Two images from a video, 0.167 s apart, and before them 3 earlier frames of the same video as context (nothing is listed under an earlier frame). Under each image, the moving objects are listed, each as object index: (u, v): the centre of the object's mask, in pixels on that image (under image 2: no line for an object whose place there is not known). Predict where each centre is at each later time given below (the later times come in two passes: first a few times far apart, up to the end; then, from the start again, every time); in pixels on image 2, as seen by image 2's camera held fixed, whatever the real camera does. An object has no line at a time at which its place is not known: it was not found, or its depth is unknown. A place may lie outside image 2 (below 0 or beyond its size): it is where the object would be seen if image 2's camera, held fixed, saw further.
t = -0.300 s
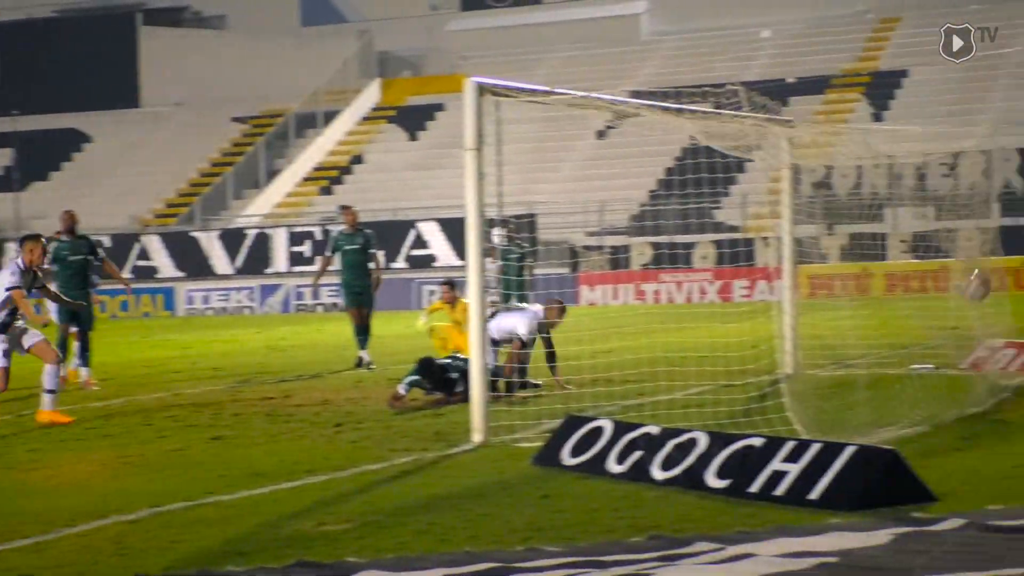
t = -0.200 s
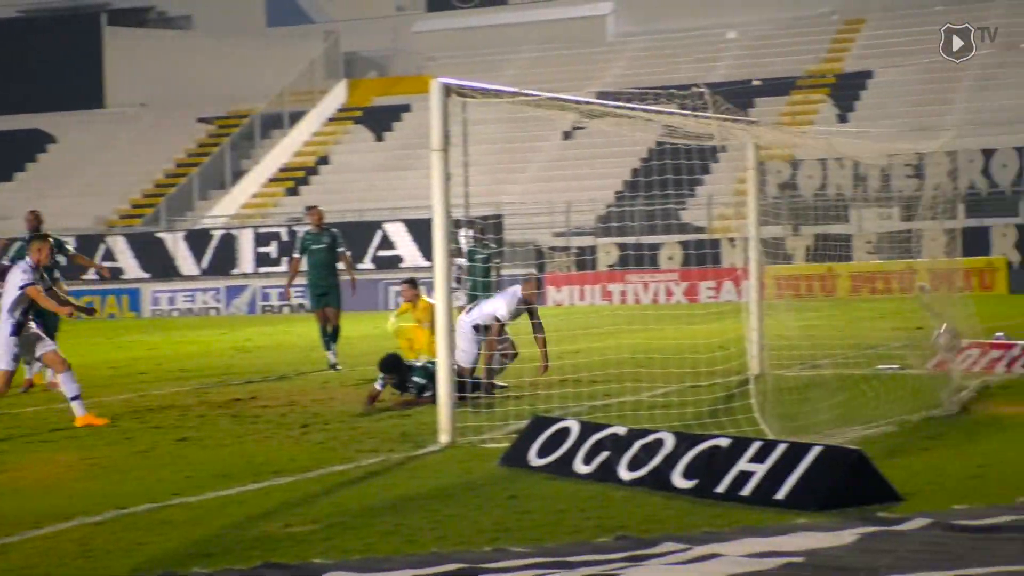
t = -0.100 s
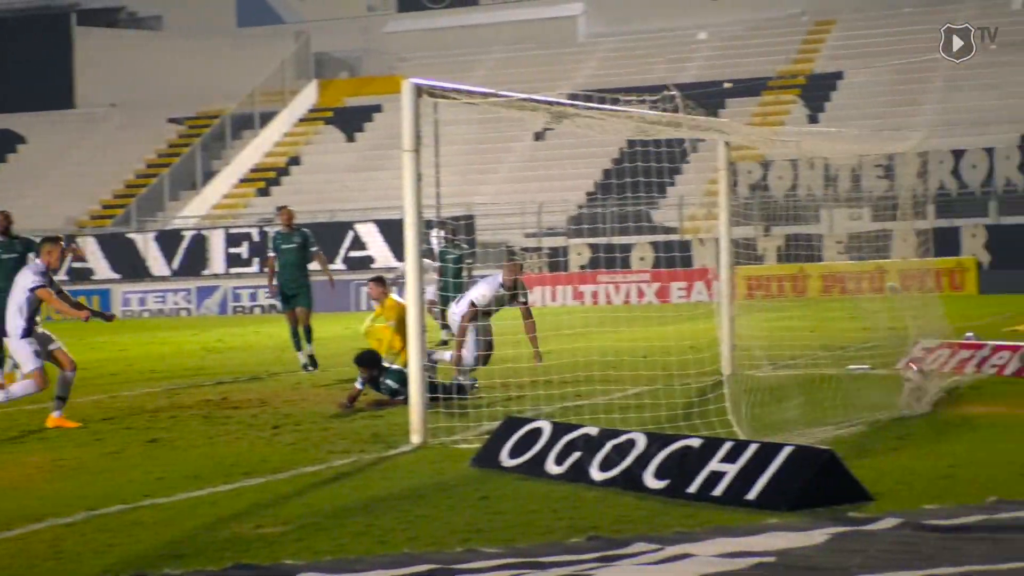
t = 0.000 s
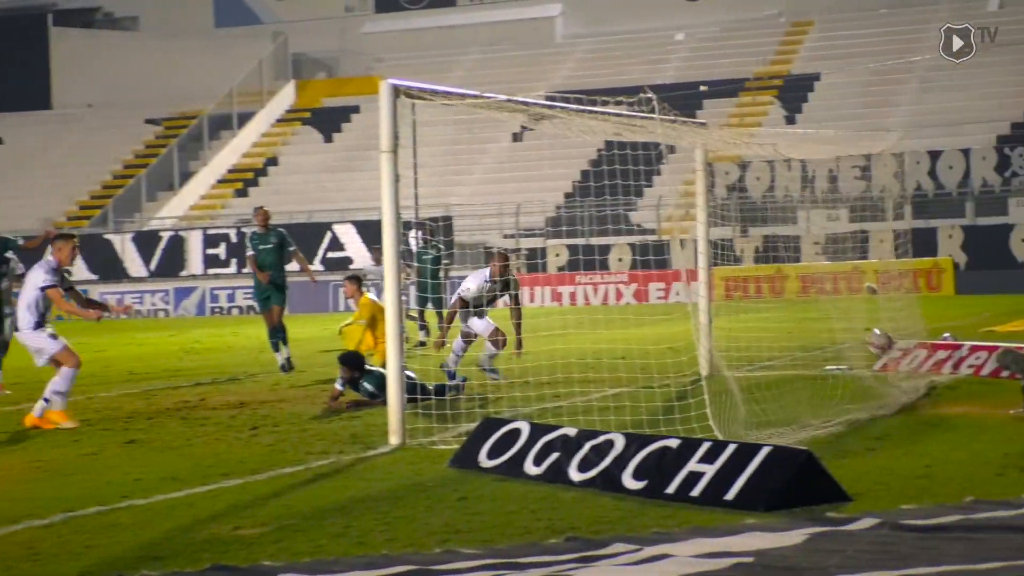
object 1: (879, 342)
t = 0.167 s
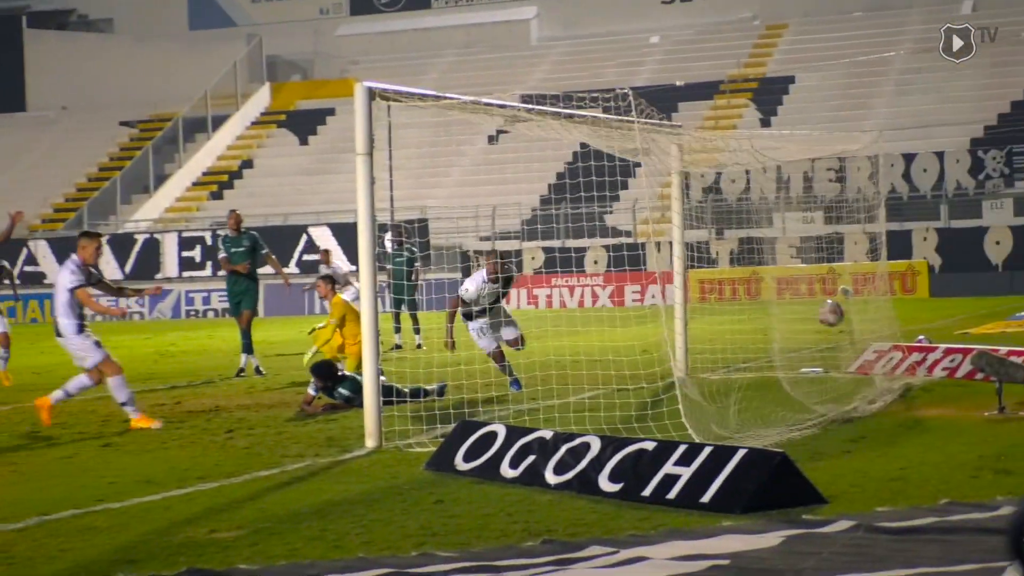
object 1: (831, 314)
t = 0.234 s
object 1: (822, 310)
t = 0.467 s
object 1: (790, 338)
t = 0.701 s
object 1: (761, 385)
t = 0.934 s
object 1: (737, 374)
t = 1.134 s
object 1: (717, 398)
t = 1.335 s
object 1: (697, 403)
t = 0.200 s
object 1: (827, 311)
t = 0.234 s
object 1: (822, 310)
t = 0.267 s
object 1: (816, 310)
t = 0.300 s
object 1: (812, 311)
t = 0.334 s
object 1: (808, 314)
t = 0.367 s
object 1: (804, 318)
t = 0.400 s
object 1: (799, 323)
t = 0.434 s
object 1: (794, 330)
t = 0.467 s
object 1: (790, 338)
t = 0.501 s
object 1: (785, 347)
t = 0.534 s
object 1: (781, 358)
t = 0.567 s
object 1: (776, 370)
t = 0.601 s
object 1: (772, 382)
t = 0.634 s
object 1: (768, 397)
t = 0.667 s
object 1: (764, 391)
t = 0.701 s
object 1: (761, 385)
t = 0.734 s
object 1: (757, 379)
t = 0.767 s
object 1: (754, 375)
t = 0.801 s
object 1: (751, 373)
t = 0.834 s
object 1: (747, 370)
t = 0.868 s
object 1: (744, 371)
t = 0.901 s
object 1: (741, 371)
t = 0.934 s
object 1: (737, 374)
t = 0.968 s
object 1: (734, 378)
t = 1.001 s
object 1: (731, 382)
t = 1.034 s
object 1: (728, 389)
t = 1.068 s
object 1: (725, 396)
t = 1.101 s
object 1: (721, 401)
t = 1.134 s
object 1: (717, 398)
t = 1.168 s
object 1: (714, 395)
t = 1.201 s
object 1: (710, 395)
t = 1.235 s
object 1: (706, 396)
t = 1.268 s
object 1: (704, 396)
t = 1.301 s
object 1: (700, 400)
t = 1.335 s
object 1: (697, 403)
